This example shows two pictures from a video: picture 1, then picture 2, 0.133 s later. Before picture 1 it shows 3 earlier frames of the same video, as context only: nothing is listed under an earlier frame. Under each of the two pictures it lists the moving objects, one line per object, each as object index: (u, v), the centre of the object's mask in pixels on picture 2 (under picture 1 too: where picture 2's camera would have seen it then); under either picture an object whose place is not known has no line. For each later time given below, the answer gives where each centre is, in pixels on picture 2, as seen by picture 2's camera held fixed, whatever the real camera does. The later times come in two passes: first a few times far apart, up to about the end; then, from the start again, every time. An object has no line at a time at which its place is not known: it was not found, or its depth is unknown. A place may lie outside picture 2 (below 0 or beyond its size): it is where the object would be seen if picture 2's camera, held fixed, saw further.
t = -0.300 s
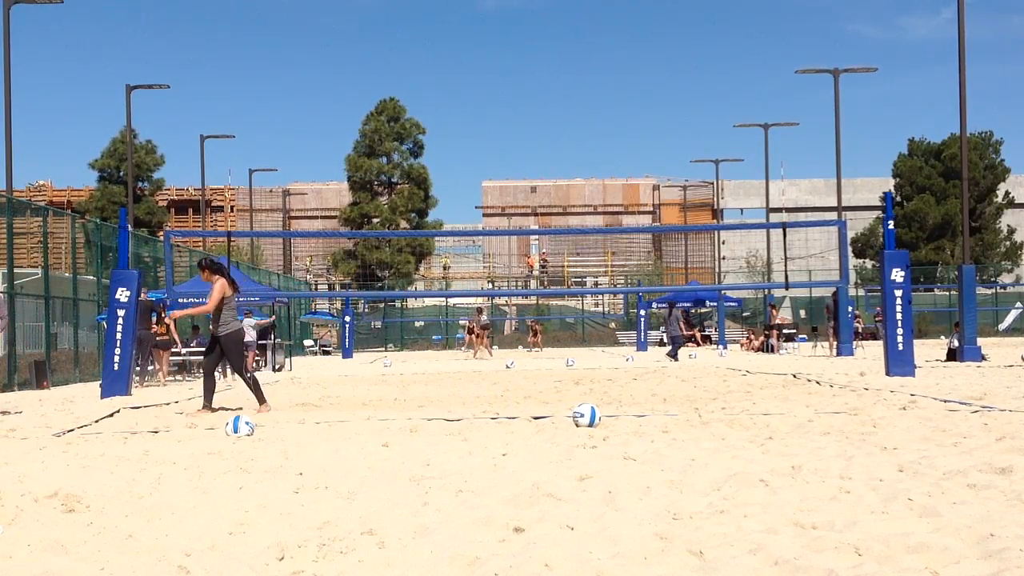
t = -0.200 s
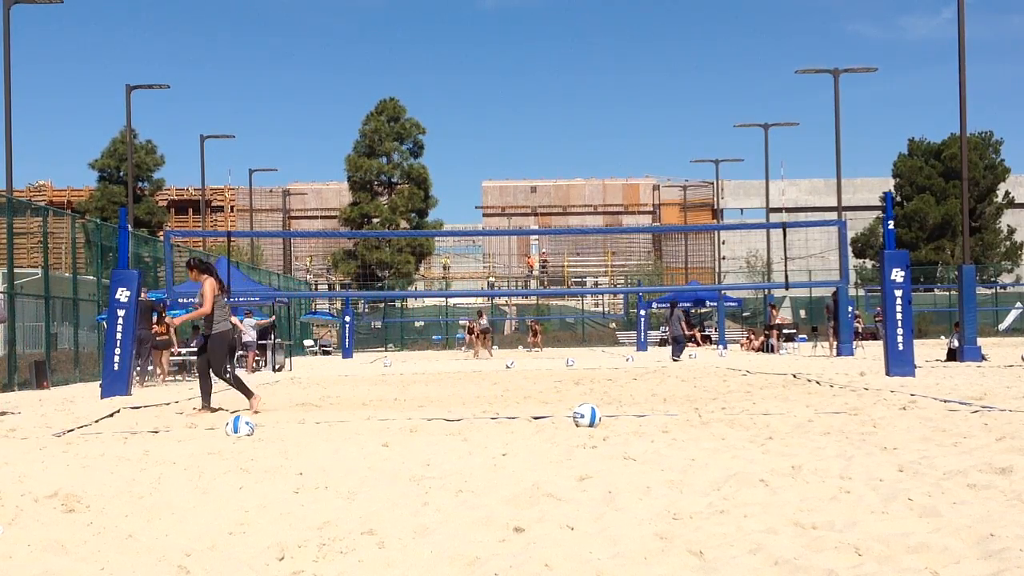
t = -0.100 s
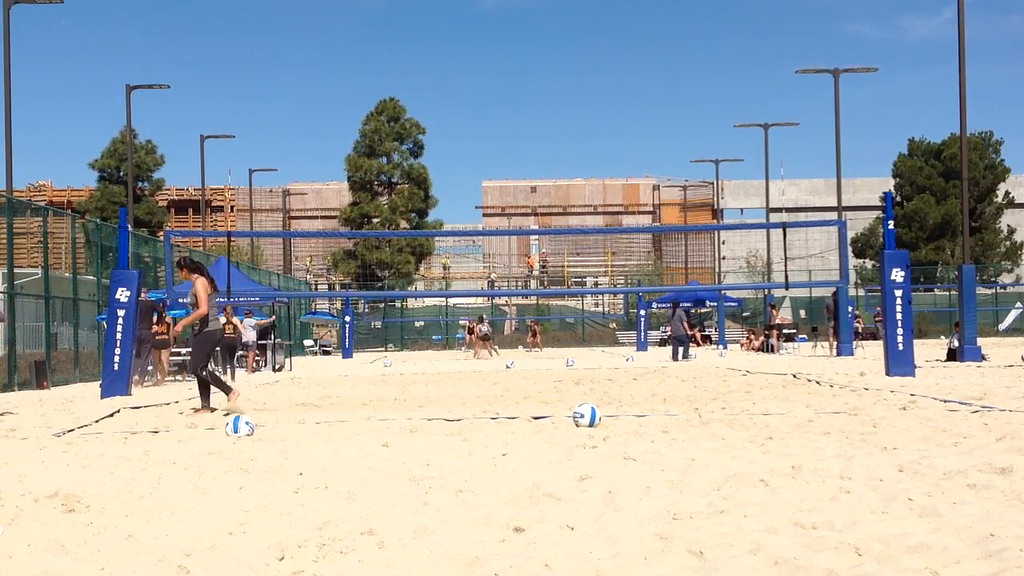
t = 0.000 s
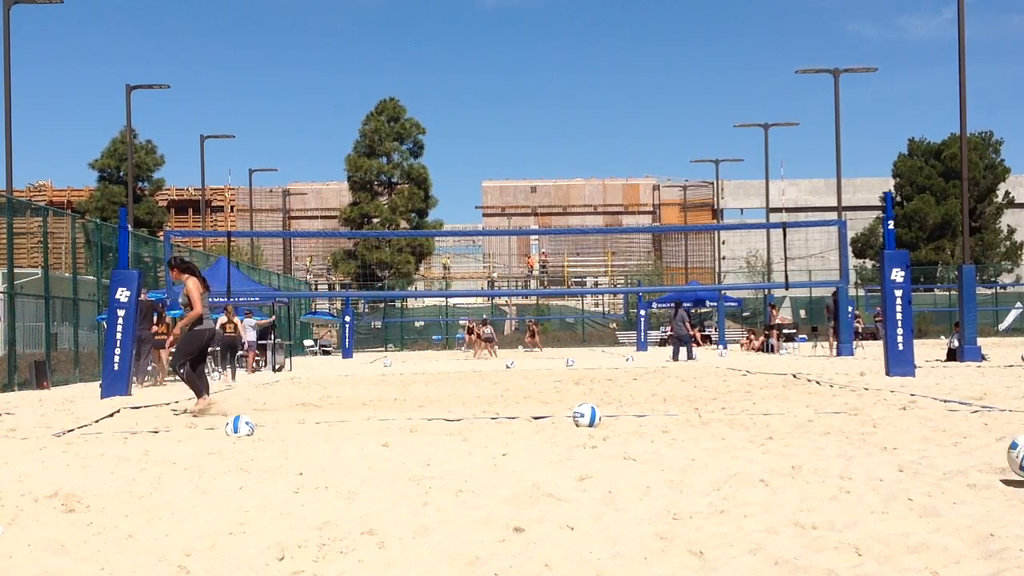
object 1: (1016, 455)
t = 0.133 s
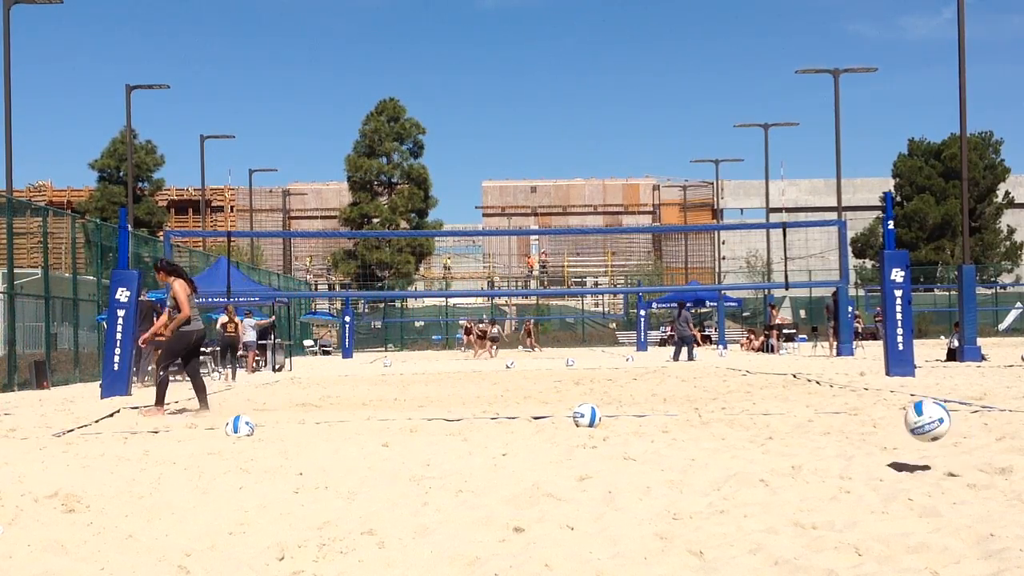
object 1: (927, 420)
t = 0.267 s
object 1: (848, 397)
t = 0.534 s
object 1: (722, 431)
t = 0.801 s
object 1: (639, 425)
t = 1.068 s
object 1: (584, 417)
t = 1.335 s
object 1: (545, 410)
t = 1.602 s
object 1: (515, 409)
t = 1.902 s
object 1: (482, 409)
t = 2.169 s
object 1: (462, 406)
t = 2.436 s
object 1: (445, 406)
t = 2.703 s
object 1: (437, 406)
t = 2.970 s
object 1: (437, 407)
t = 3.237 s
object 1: (444, 408)
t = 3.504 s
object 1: (445, 408)
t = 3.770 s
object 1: (445, 409)
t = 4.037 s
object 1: (445, 409)
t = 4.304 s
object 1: (445, 409)
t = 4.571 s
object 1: (445, 409)
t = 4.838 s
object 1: (445, 409)
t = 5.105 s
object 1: (445, 409)
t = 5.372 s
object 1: (445, 409)
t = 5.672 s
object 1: (445, 409)
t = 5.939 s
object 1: (445, 409)
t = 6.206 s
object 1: (445, 409)
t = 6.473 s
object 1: (445, 409)
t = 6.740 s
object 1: (445, 409)
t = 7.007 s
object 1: (445, 409)
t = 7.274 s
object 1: (445, 409)
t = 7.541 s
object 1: (445, 409)
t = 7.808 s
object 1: (445, 409)
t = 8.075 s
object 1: (445, 409)
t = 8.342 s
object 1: (445, 409)
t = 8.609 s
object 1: (445, 409)
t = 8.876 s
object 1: (445, 409)
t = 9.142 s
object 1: (445, 409)
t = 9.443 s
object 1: (445, 409)
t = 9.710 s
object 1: (445, 409)
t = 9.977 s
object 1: (445, 409)
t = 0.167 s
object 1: (906, 411)
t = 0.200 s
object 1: (886, 404)
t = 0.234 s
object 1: (867, 400)
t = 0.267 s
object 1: (848, 397)
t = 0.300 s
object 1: (829, 397)
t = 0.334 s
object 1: (813, 399)
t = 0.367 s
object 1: (796, 402)
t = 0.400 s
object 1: (779, 408)
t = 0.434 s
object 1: (764, 415)
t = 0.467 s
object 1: (749, 425)
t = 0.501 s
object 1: (735, 433)
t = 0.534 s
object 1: (722, 431)
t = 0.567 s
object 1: (709, 430)
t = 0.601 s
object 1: (697, 430)
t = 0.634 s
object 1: (686, 427)
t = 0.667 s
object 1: (675, 423)
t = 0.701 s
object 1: (666, 422)
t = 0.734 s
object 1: (656, 421)
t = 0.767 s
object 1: (648, 423)
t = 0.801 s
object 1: (639, 425)
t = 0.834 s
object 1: (630, 424)
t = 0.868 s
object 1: (621, 424)
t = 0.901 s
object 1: (615, 422)
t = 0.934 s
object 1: (609, 418)
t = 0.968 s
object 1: (603, 415)
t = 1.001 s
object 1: (597, 414)
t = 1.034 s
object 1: (589, 416)
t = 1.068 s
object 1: (584, 417)
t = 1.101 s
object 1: (580, 420)
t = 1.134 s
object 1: (573, 419)
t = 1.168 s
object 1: (567, 418)
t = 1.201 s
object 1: (561, 418)
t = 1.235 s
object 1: (556, 418)
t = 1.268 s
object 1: (552, 415)
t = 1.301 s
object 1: (549, 412)
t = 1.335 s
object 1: (545, 410)
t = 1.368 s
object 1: (542, 410)
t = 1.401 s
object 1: (538, 411)
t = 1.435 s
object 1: (535, 414)
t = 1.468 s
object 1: (532, 415)
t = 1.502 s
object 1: (527, 412)
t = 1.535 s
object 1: (523, 410)
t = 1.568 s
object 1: (519, 409)
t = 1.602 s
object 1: (515, 409)
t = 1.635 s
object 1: (511, 410)
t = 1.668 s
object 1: (508, 409)
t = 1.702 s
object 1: (504, 409)
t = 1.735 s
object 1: (500, 409)
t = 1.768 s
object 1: (496, 409)
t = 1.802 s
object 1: (493, 409)
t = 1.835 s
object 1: (489, 409)
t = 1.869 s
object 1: (485, 409)
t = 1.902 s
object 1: (482, 409)
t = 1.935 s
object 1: (478, 410)
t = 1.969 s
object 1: (475, 410)
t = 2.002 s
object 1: (473, 408)
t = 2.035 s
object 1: (471, 408)
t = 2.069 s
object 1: (469, 407)
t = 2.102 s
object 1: (466, 407)
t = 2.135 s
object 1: (464, 406)
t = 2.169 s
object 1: (462, 406)
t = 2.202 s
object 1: (459, 407)
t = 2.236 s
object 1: (457, 407)
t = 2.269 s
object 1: (455, 407)
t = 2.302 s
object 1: (453, 407)
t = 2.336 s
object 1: (450, 407)
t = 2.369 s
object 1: (448, 407)
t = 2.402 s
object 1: (446, 407)
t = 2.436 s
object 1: (445, 406)
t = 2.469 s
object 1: (443, 406)
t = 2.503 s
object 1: (442, 405)
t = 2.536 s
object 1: (441, 405)
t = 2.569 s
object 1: (440, 405)
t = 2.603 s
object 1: (439, 405)
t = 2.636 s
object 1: (438, 405)
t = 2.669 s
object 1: (438, 406)
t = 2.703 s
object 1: (437, 406)
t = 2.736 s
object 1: (437, 406)
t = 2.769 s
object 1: (437, 406)
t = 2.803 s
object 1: (436, 406)
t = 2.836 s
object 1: (436, 406)
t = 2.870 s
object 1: (436, 406)
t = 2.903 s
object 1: (436, 406)
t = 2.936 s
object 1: (437, 406)
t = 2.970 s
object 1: (437, 407)
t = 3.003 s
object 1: (437, 407)
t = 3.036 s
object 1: (438, 407)
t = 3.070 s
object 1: (439, 407)
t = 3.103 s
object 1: (439, 407)
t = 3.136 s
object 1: (440, 407)
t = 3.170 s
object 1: (441, 407)
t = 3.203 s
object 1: (443, 407)
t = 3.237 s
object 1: (444, 408)
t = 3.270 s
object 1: (445, 408)
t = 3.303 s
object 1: (446, 408)
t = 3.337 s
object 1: (446, 407)
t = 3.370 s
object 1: (447, 407)
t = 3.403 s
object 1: (447, 407)
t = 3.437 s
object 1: (446, 408)
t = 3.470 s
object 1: (446, 408)
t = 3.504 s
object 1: (445, 408)
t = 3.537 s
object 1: (444, 408)
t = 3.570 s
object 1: (444, 408)
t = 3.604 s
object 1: (443, 408)
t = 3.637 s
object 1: (443, 408)
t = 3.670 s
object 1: (443, 408)
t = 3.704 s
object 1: (443, 408)
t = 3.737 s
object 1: (444, 409)
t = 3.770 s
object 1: (445, 409)
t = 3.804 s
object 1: (445, 409)
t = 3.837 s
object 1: (445, 409)
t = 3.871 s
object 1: (445, 409)
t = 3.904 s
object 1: (445, 409)
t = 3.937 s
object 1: (444, 409)
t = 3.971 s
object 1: (445, 409)
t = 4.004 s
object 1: (445, 409)
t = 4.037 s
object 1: (445, 409)
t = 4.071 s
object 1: (445, 409)
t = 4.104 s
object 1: (445, 409)
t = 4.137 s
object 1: (445, 409)
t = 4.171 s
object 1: (445, 409)
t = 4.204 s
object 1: (445, 409)
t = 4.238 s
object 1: (445, 409)
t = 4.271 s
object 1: (445, 409)
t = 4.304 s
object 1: (445, 409)
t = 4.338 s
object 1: (445, 409)
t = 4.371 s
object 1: (445, 409)
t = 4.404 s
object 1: (445, 409)
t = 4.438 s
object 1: (445, 409)
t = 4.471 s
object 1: (445, 409)
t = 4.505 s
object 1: (445, 409)
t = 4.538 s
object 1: (445, 409)
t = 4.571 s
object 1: (445, 409)
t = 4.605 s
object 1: (445, 409)
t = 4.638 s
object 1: (445, 409)
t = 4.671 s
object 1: (445, 409)
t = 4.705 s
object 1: (445, 409)
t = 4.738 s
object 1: (445, 409)
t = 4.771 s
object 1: (445, 409)
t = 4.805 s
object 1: (445, 409)
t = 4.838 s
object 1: (445, 409)
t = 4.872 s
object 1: (445, 409)
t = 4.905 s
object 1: (445, 409)
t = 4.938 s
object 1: (445, 409)
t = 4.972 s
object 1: (445, 409)
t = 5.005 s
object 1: (445, 409)
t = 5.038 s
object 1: (445, 409)
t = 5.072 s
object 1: (445, 409)
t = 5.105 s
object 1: (445, 409)
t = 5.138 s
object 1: (445, 409)
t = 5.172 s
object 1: (445, 409)
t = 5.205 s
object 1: (445, 409)
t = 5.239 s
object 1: (445, 409)
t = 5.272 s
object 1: (445, 409)
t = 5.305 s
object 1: (445, 409)
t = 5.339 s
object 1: (445, 409)
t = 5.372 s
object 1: (445, 409)
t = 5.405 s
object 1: (445, 409)
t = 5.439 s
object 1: (445, 409)
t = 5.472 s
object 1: (445, 409)
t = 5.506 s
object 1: (445, 409)
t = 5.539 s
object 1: (445, 409)
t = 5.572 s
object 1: (445, 409)
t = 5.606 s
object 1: (445, 409)
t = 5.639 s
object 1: (445, 409)
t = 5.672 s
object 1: (445, 409)
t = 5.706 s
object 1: (445, 409)
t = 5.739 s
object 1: (445, 409)
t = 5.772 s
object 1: (445, 409)
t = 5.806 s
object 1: (445, 409)
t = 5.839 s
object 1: (445, 409)
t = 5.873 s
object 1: (445, 409)
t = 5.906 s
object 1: (445, 409)
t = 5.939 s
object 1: (445, 409)
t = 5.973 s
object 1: (445, 409)
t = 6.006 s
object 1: (445, 409)
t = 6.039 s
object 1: (445, 409)
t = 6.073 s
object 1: (445, 409)
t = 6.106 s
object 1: (445, 409)
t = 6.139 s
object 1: (445, 409)
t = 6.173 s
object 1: (445, 409)
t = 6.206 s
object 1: (445, 409)
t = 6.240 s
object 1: (445, 409)
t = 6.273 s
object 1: (445, 409)
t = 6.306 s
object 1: (445, 409)
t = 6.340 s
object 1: (445, 409)
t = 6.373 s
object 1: (445, 409)
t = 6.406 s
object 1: (445, 409)
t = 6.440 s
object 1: (445, 409)
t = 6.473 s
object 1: (445, 409)
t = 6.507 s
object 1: (445, 409)
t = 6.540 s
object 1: (445, 409)
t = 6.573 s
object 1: (445, 409)
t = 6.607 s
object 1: (445, 409)
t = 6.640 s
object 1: (445, 409)
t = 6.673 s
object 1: (445, 409)
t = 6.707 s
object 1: (445, 409)
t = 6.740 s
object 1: (445, 409)
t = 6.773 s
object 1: (445, 409)
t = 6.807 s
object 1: (445, 409)
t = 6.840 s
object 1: (445, 409)
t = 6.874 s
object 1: (445, 409)
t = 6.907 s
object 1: (445, 409)
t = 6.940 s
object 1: (445, 409)
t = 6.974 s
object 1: (445, 409)
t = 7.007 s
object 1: (445, 409)
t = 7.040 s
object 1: (445, 409)
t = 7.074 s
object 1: (445, 409)
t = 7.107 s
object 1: (445, 409)
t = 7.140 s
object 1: (445, 409)
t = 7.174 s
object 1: (445, 409)
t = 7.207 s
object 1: (445, 409)
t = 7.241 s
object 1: (445, 409)
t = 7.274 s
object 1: (445, 409)
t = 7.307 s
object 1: (445, 409)
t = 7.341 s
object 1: (445, 409)
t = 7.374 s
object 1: (445, 409)
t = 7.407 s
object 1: (445, 409)
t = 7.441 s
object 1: (445, 409)
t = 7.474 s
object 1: (445, 409)
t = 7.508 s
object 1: (445, 409)
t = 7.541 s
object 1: (445, 409)
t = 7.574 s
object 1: (445, 409)
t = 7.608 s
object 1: (445, 409)
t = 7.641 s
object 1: (445, 409)
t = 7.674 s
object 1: (445, 409)
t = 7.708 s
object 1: (445, 409)
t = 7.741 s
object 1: (445, 409)
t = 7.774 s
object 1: (445, 409)
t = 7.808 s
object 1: (445, 409)
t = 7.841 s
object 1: (445, 409)
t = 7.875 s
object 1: (445, 409)
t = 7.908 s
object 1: (445, 409)
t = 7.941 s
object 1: (445, 409)
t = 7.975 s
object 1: (445, 409)
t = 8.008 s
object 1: (445, 409)
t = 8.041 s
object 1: (445, 409)
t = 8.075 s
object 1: (445, 409)
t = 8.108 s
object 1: (445, 409)
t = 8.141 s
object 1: (445, 409)
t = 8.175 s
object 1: (445, 409)
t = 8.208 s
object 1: (445, 409)
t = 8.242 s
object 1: (445, 409)
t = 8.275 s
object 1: (445, 409)
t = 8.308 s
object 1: (445, 409)
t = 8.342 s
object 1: (445, 409)
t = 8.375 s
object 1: (445, 409)
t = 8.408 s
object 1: (445, 409)
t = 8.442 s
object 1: (445, 409)
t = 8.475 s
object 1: (445, 409)
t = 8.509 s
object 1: (445, 409)
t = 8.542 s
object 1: (445, 409)
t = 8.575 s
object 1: (445, 409)
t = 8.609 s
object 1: (445, 409)
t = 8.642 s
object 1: (445, 409)
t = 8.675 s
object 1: (445, 409)
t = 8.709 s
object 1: (445, 409)
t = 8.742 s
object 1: (445, 409)
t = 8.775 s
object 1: (445, 409)
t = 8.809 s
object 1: (445, 409)
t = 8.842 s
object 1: (445, 409)
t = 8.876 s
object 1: (445, 409)
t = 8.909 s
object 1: (445, 409)
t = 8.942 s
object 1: (445, 409)
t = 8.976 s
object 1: (445, 409)
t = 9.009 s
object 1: (445, 409)
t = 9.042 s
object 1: (445, 409)
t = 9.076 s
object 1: (445, 409)
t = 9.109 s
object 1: (445, 409)
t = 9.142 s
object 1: (445, 409)
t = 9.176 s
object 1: (445, 409)
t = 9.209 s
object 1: (445, 409)
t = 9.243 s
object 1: (445, 409)
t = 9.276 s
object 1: (445, 409)
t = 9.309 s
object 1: (445, 409)
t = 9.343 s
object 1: (445, 409)
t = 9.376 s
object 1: (445, 409)
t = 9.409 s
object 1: (445, 409)
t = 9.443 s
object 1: (445, 409)
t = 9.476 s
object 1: (445, 409)
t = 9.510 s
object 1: (445, 409)
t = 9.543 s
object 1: (445, 409)
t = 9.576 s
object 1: (445, 409)
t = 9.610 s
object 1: (445, 409)
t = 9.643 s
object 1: (445, 409)
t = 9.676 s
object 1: (445, 409)
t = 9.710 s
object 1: (445, 409)
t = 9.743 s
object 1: (445, 409)
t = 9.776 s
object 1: (445, 409)
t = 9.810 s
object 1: (445, 409)
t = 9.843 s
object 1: (445, 409)
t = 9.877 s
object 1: (445, 409)
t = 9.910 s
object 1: (445, 409)
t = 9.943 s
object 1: (445, 409)
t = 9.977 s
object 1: (445, 409)
